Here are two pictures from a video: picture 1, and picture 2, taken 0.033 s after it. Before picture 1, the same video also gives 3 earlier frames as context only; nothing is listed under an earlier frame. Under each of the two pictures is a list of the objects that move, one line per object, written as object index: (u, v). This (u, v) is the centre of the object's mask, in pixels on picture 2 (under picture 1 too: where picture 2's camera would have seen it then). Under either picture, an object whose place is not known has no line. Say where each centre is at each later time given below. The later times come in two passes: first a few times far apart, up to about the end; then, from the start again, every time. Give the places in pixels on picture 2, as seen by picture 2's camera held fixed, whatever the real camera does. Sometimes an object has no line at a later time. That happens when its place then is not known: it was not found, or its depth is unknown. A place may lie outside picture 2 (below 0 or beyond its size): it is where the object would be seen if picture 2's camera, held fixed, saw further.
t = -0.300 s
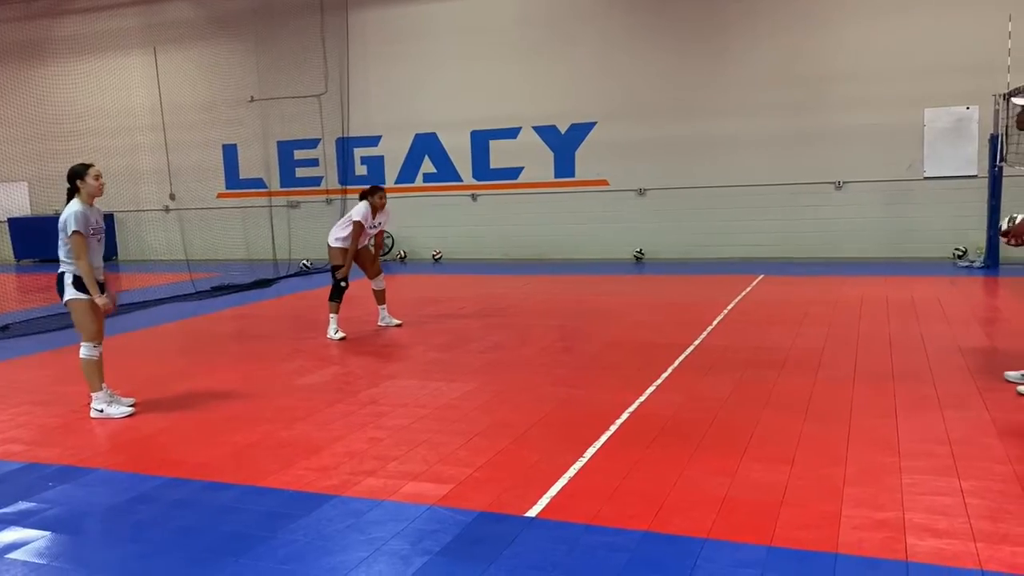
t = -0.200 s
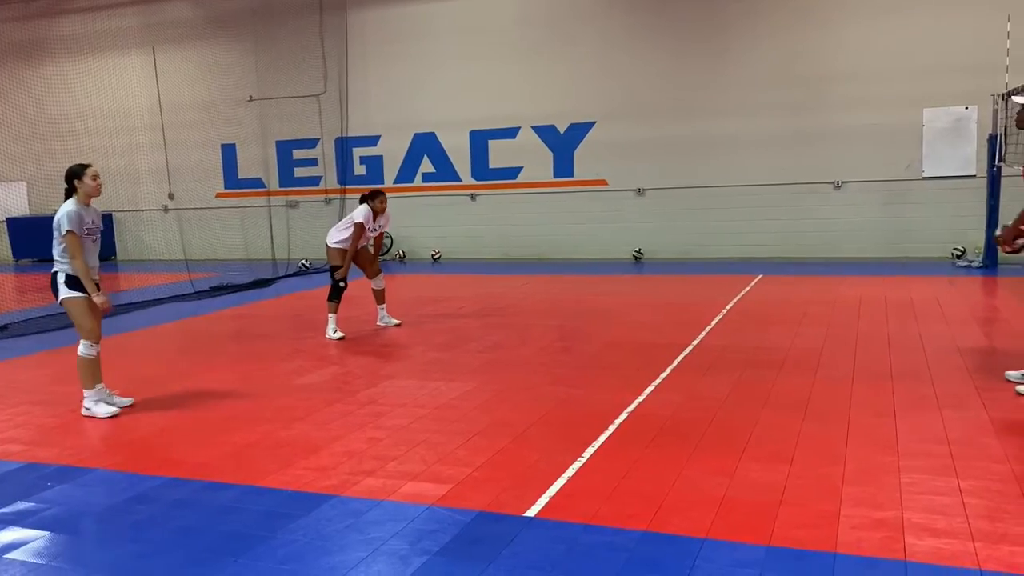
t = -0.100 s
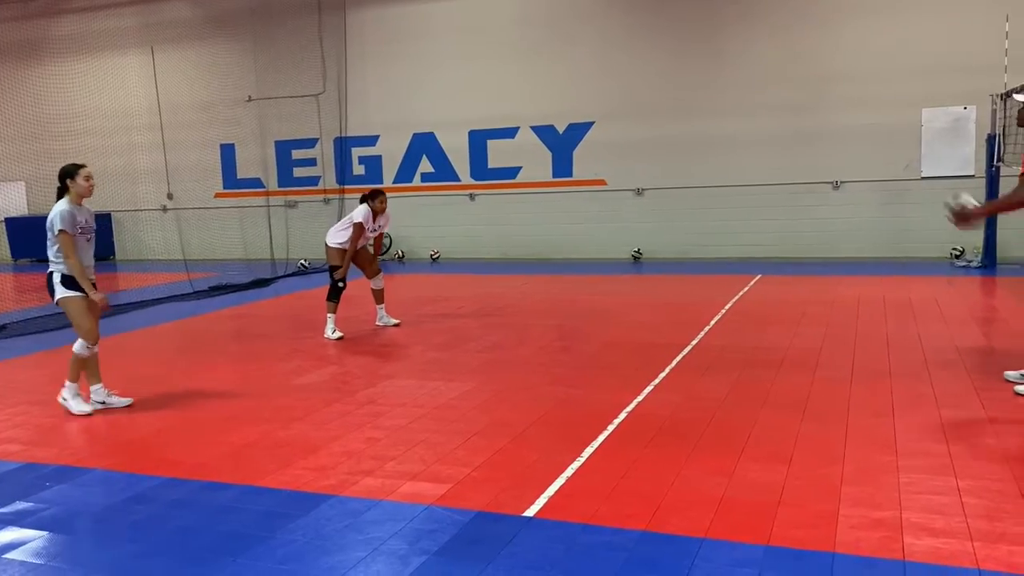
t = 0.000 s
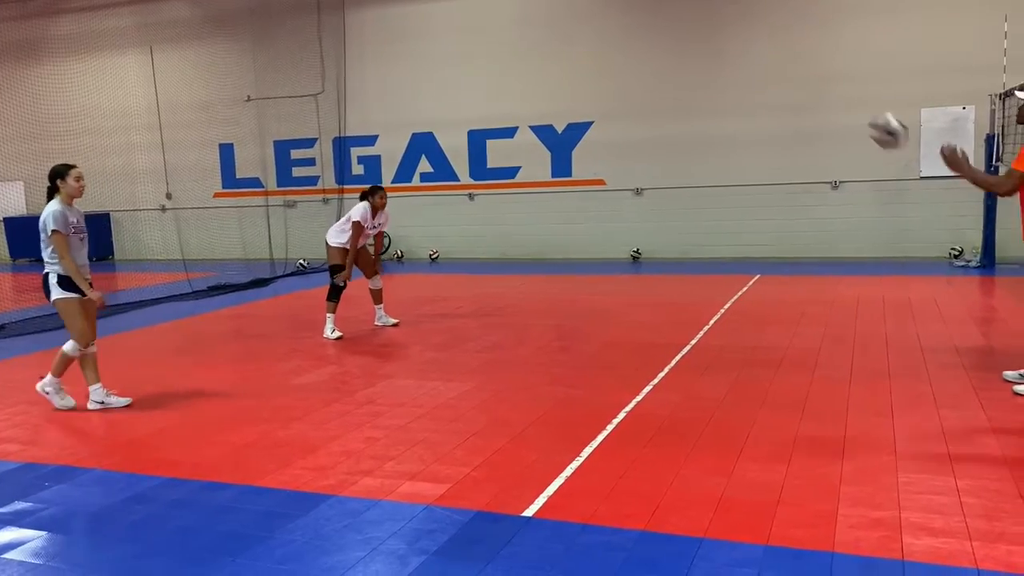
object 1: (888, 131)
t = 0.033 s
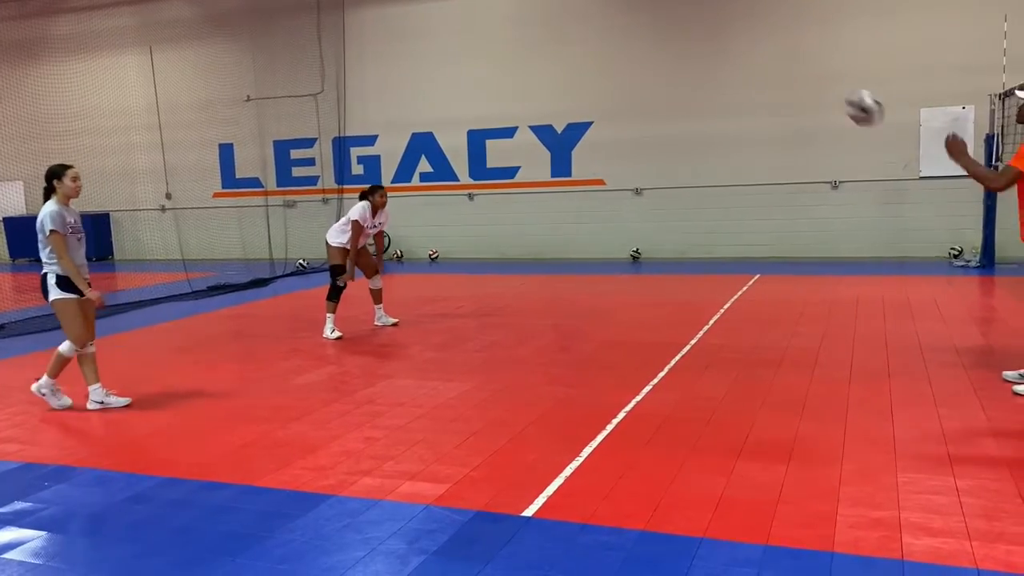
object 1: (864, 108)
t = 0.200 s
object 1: (757, 29)
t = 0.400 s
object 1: (649, 4)
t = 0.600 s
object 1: (557, 16)
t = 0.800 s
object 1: (482, 80)
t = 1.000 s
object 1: (424, 172)
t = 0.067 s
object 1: (841, 88)
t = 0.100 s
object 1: (819, 70)
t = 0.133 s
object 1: (798, 55)
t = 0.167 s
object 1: (778, 41)
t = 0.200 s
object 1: (757, 29)
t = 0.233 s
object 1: (737, 19)
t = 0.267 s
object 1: (718, 12)
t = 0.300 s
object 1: (700, 9)
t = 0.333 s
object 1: (682, 7)
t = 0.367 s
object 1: (664, 5)
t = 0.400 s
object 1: (649, 4)
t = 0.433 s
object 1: (633, 4)
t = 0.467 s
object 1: (616, 5)
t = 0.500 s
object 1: (600, 7)
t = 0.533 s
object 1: (585, 9)
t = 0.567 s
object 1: (571, 12)
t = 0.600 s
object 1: (557, 16)
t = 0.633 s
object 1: (543, 26)
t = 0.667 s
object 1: (530, 34)
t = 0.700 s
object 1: (517, 45)
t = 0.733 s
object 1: (505, 55)
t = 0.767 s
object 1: (493, 67)
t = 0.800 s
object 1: (482, 80)
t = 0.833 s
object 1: (471, 94)
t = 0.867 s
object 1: (462, 108)
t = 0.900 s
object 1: (452, 123)
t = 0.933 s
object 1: (443, 139)
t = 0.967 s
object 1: (433, 155)
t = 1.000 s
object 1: (424, 172)
